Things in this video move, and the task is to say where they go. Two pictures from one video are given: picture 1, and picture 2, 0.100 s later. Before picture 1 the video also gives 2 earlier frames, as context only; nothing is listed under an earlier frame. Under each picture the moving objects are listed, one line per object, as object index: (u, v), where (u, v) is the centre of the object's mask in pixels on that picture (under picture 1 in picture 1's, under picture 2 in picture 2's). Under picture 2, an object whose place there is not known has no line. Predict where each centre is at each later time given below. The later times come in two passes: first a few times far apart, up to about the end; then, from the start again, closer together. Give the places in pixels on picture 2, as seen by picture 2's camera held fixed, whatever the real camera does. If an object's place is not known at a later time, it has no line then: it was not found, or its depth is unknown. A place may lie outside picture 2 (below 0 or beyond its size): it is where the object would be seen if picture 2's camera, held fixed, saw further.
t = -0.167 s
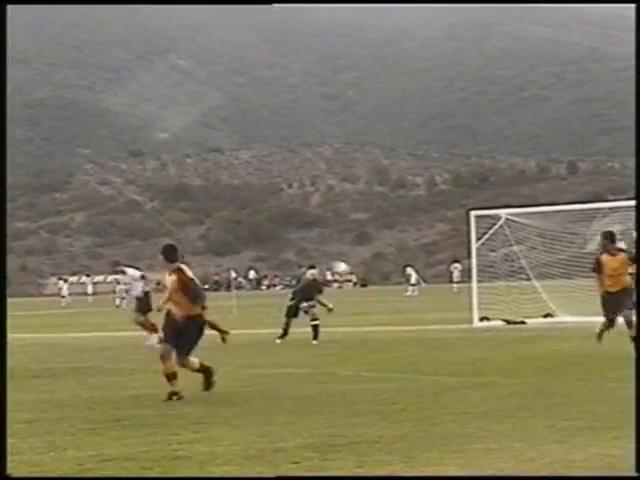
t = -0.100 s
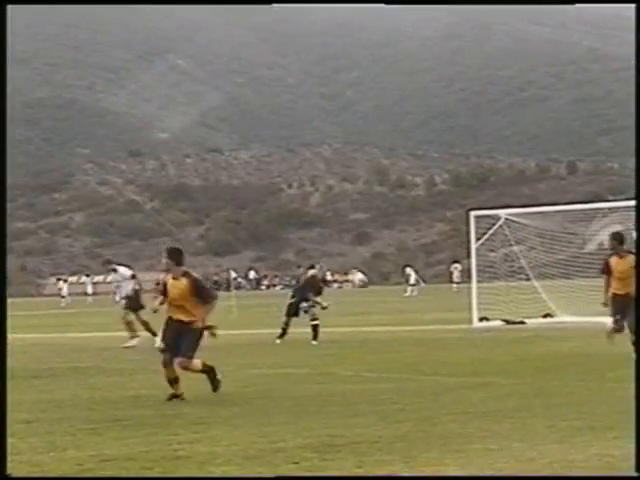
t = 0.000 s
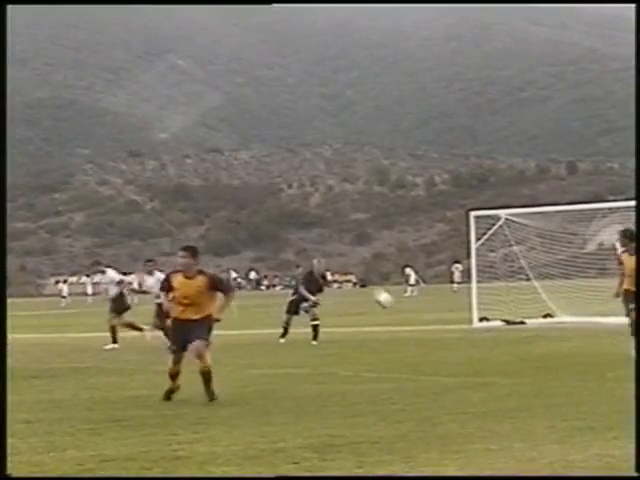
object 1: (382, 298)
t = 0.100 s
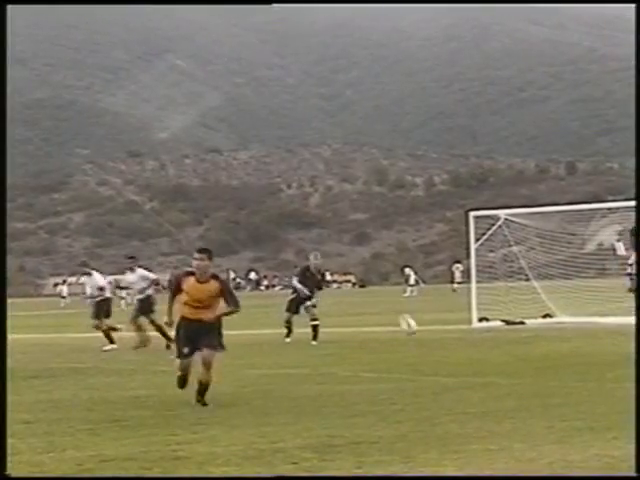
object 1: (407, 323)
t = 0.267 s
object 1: (450, 333)
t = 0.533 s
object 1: (519, 311)
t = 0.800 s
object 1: (595, 347)
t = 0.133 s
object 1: (417, 334)
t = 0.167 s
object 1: (426, 346)
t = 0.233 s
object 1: (443, 339)
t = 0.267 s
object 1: (450, 333)
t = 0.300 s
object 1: (458, 327)
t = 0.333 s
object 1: (468, 320)
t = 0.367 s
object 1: (476, 318)
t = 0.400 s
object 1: (484, 315)
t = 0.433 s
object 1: (493, 313)
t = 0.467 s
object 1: (501, 311)
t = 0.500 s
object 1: (509, 311)
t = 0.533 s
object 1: (519, 311)
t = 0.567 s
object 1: (529, 311)
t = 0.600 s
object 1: (538, 314)
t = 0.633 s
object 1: (546, 317)
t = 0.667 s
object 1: (556, 321)
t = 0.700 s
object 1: (564, 324)
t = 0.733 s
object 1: (574, 329)
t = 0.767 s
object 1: (586, 339)
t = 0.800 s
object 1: (595, 347)
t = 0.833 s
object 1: (605, 358)
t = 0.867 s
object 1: (615, 365)
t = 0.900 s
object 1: (623, 361)
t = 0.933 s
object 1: (631, 354)
